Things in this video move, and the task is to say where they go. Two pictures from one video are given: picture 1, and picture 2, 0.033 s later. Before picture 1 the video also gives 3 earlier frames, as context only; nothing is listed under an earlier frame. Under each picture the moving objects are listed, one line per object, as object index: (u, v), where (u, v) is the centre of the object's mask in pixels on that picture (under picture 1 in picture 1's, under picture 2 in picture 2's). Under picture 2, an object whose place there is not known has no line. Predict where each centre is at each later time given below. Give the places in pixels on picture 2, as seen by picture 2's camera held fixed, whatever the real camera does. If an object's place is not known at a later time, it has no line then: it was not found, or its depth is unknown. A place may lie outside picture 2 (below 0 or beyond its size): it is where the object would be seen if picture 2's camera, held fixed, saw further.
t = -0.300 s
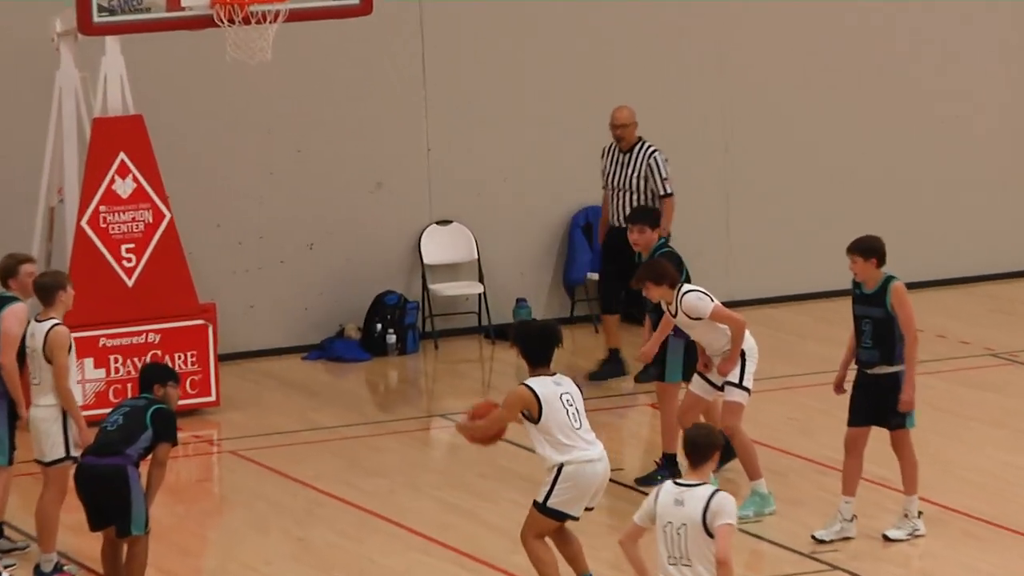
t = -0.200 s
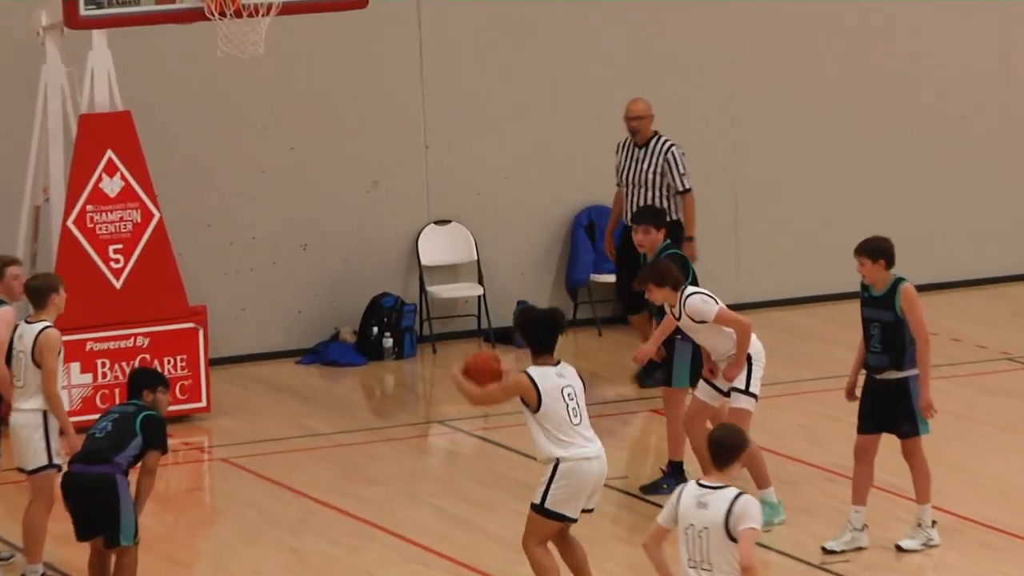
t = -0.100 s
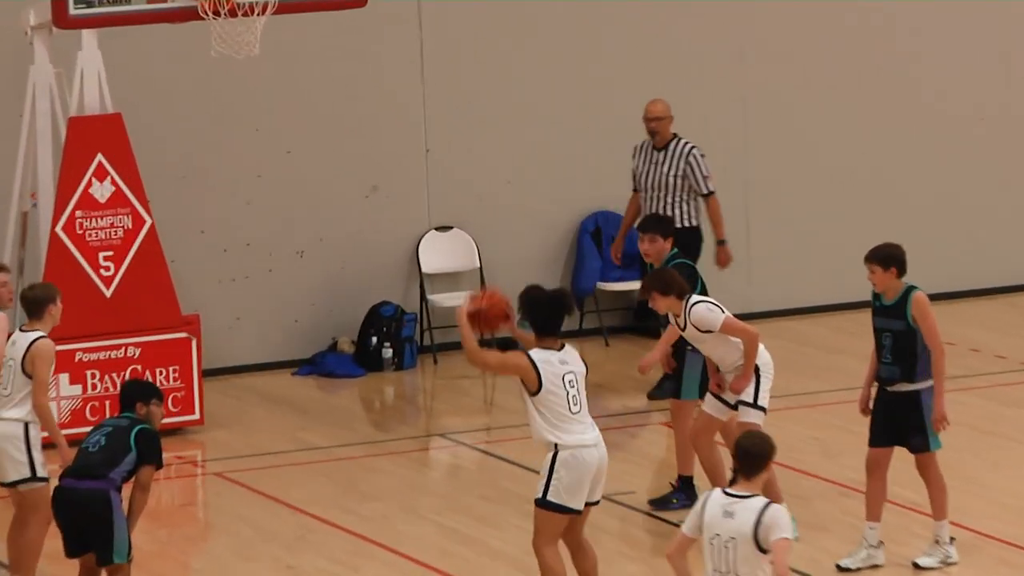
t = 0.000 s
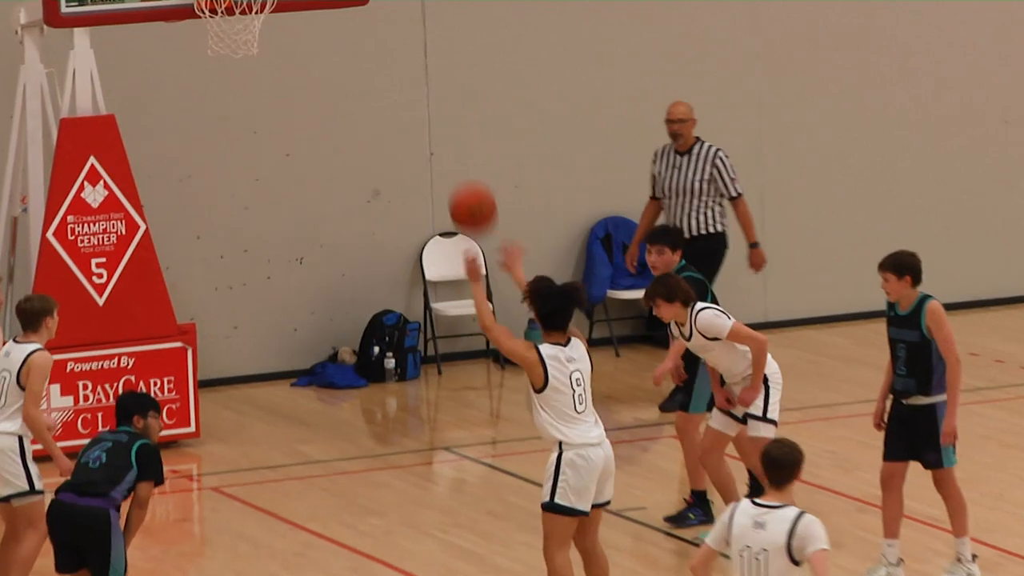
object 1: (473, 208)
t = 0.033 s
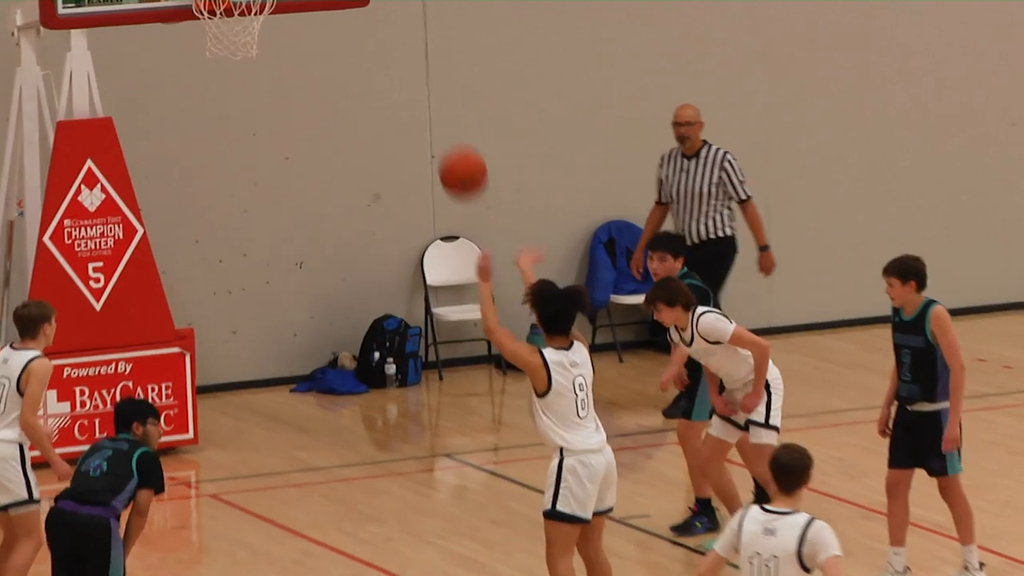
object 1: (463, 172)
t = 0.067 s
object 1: (451, 133)
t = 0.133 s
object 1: (429, 67)
